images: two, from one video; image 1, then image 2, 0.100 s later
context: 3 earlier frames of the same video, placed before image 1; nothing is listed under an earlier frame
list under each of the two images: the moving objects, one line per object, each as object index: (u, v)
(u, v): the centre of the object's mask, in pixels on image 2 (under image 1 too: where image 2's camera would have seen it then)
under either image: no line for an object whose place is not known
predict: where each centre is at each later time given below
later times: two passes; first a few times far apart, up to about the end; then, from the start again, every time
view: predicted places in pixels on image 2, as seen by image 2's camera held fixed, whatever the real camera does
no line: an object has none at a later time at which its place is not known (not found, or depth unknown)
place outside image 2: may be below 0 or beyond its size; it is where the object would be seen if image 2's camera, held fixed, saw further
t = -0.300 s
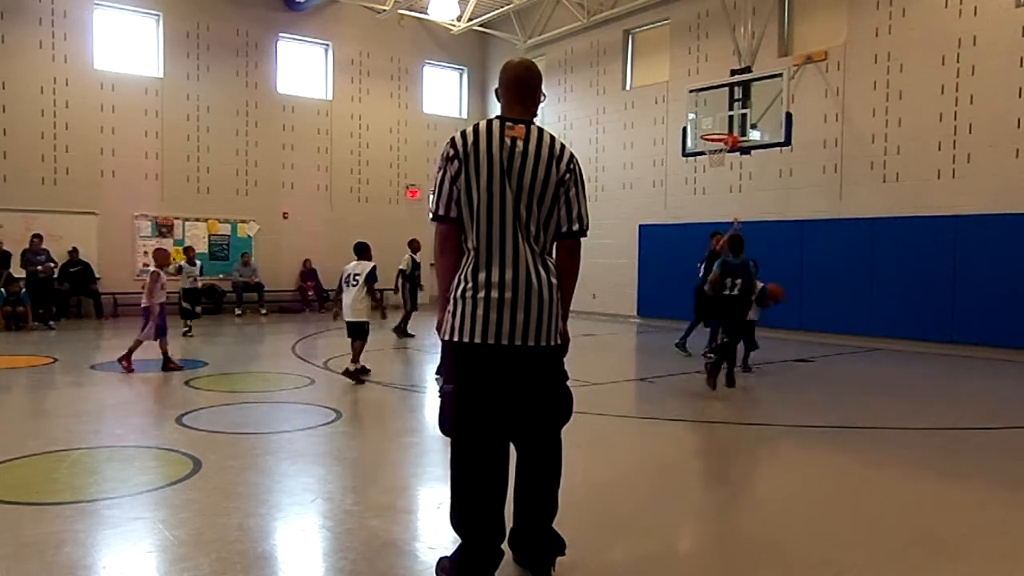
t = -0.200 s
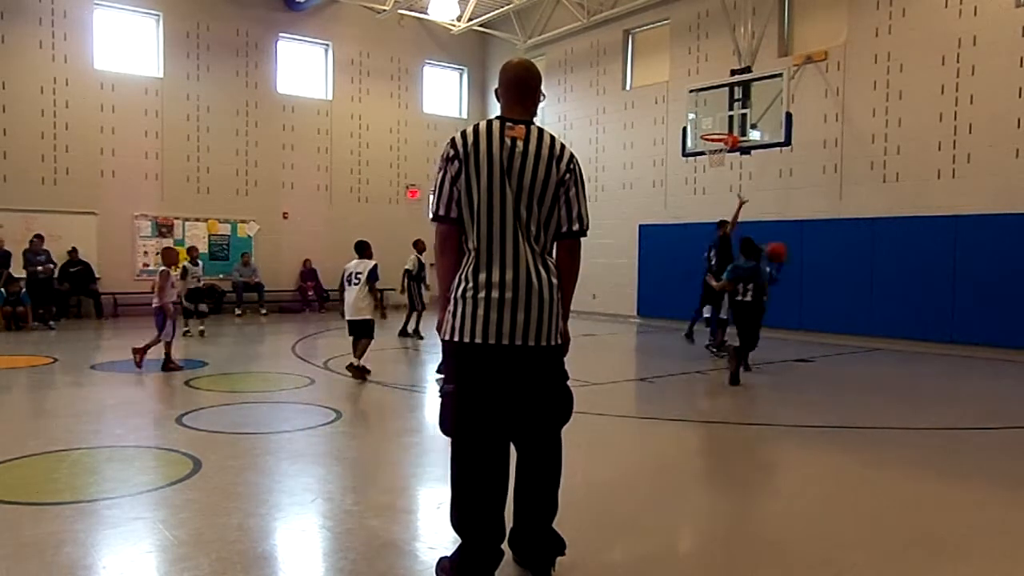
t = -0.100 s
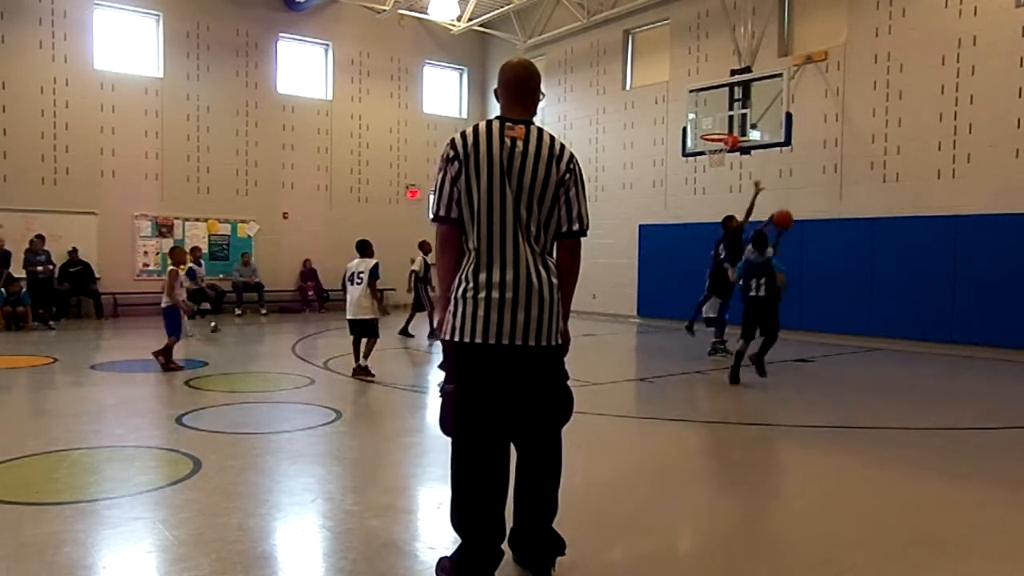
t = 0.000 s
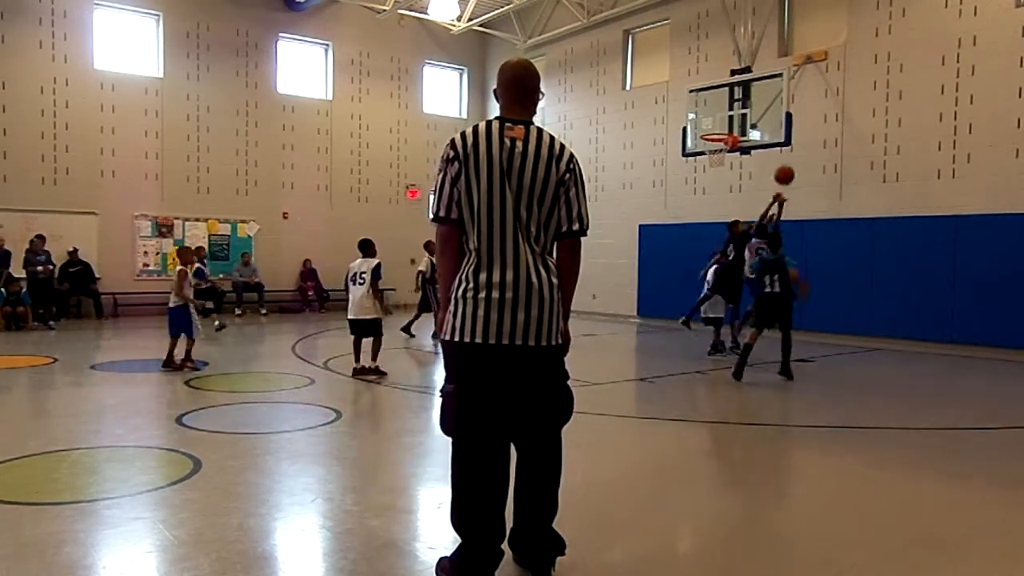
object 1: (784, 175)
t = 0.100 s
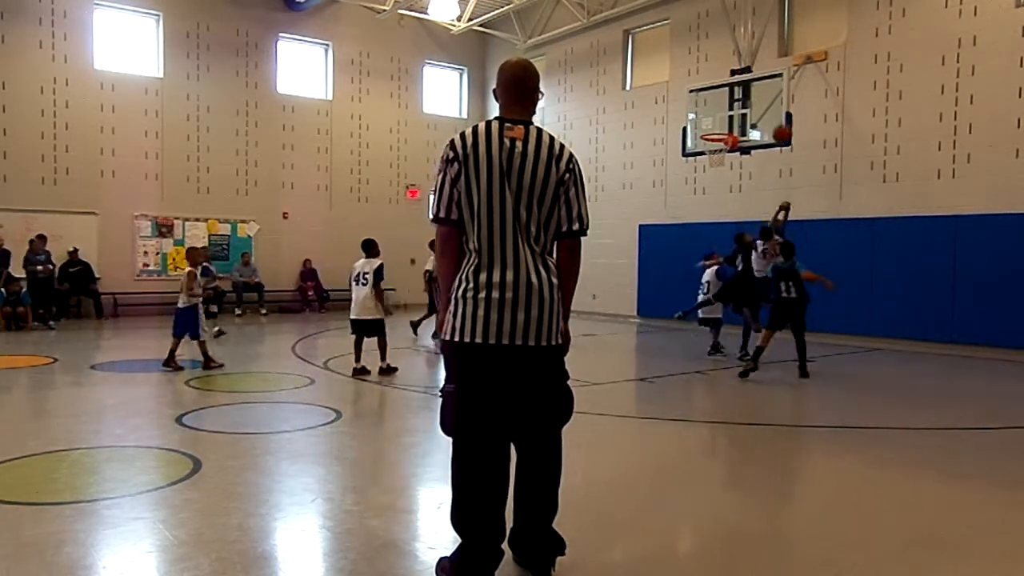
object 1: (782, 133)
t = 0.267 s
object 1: (779, 88)
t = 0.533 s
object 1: (772, 64)
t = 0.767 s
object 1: (765, 88)
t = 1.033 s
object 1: (758, 160)
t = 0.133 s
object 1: (782, 122)
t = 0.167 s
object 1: (780, 112)
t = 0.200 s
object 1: (780, 102)
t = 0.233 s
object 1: (780, 95)
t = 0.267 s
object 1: (779, 88)
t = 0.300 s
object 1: (778, 81)
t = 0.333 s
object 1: (776, 76)
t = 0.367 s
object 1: (776, 72)
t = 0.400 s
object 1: (775, 68)
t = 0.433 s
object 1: (774, 67)
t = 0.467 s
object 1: (773, 65)
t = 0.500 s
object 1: (773, 64)
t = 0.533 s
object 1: (772, 64)
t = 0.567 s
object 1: (771, 65)
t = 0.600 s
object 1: (770, 67)
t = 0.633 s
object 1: (769, 69)
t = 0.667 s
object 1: (768, 73)
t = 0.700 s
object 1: (767, 77)
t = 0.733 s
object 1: (766, 82)
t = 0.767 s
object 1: (765, 88)
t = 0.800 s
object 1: (764, 95)
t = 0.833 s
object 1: (763, 102)
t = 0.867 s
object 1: (762, 110)
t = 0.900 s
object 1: (761, 119)
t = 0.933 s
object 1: (761, 128)
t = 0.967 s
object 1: (760, 138)
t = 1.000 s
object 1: (758, 148)
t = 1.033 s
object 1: (758, 160)
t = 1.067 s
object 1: (757, 171)
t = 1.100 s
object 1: (755, 184)
